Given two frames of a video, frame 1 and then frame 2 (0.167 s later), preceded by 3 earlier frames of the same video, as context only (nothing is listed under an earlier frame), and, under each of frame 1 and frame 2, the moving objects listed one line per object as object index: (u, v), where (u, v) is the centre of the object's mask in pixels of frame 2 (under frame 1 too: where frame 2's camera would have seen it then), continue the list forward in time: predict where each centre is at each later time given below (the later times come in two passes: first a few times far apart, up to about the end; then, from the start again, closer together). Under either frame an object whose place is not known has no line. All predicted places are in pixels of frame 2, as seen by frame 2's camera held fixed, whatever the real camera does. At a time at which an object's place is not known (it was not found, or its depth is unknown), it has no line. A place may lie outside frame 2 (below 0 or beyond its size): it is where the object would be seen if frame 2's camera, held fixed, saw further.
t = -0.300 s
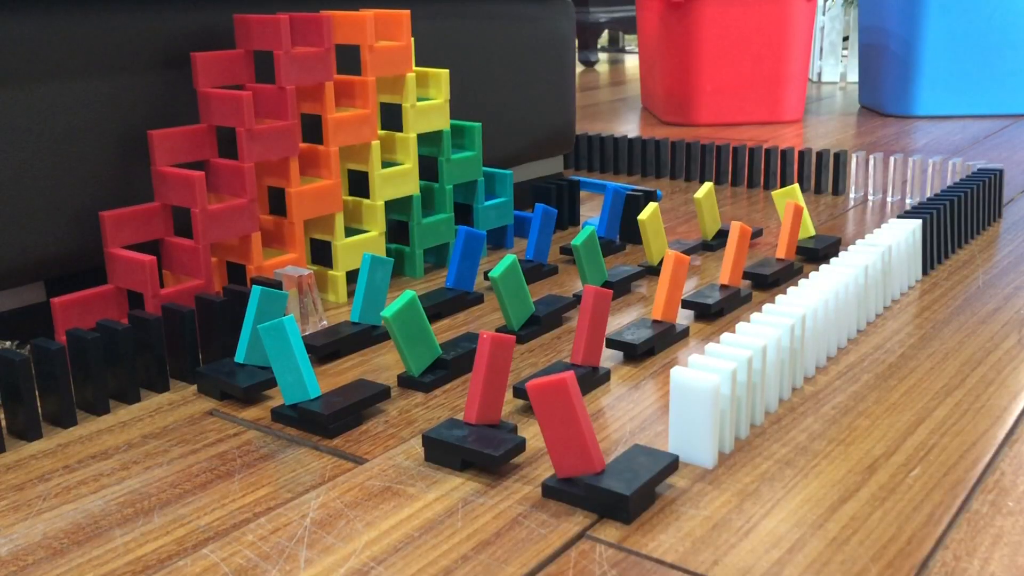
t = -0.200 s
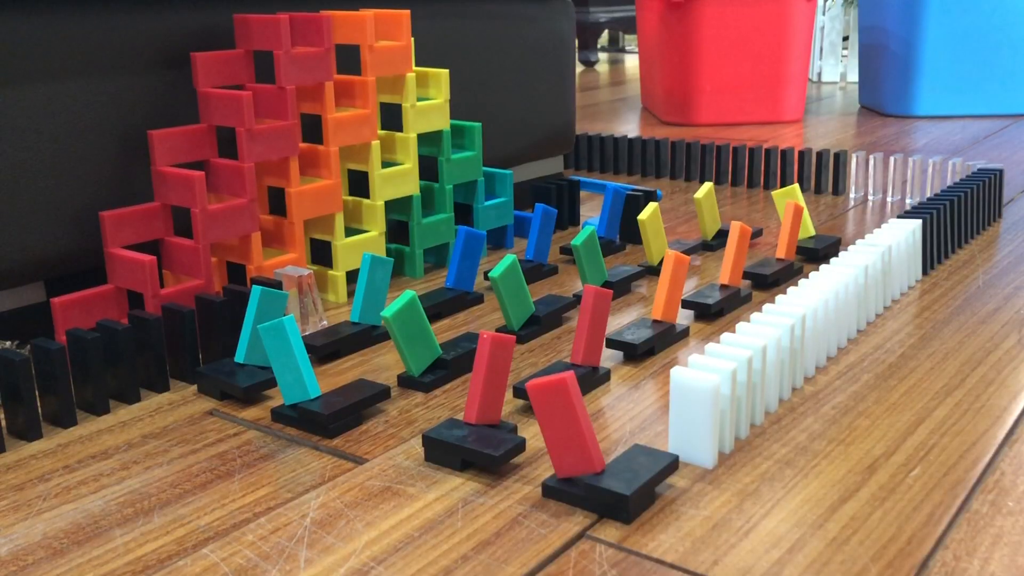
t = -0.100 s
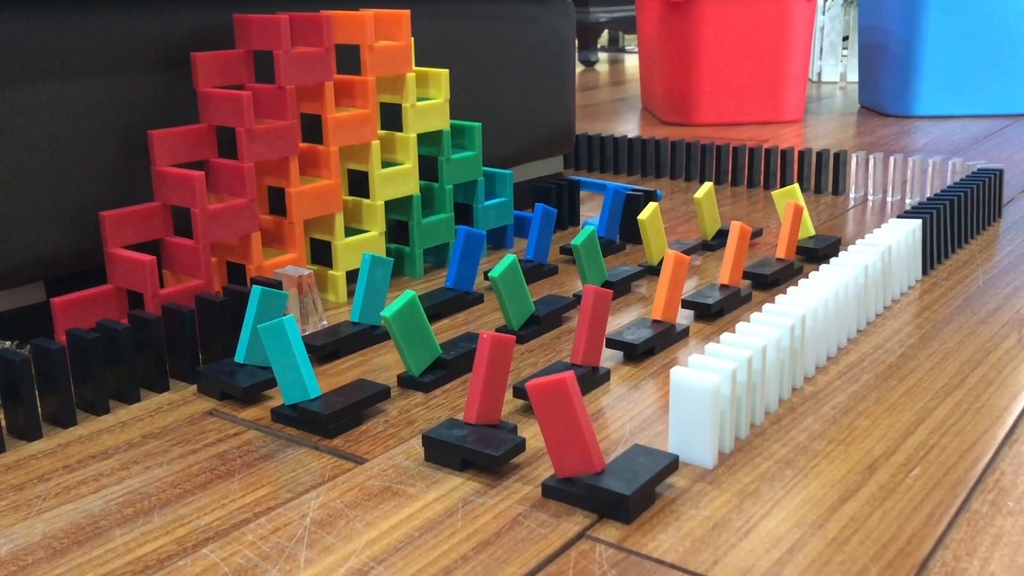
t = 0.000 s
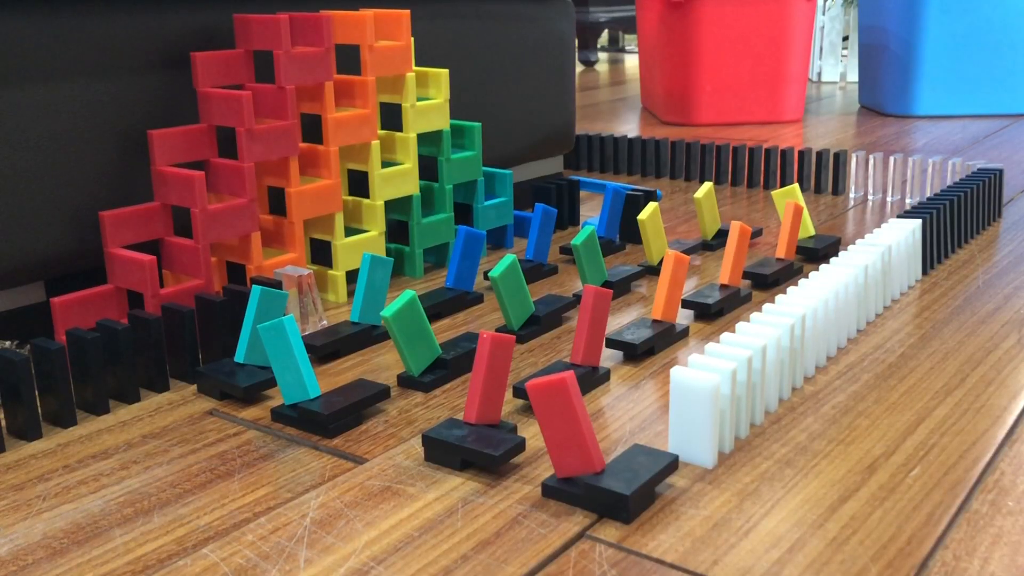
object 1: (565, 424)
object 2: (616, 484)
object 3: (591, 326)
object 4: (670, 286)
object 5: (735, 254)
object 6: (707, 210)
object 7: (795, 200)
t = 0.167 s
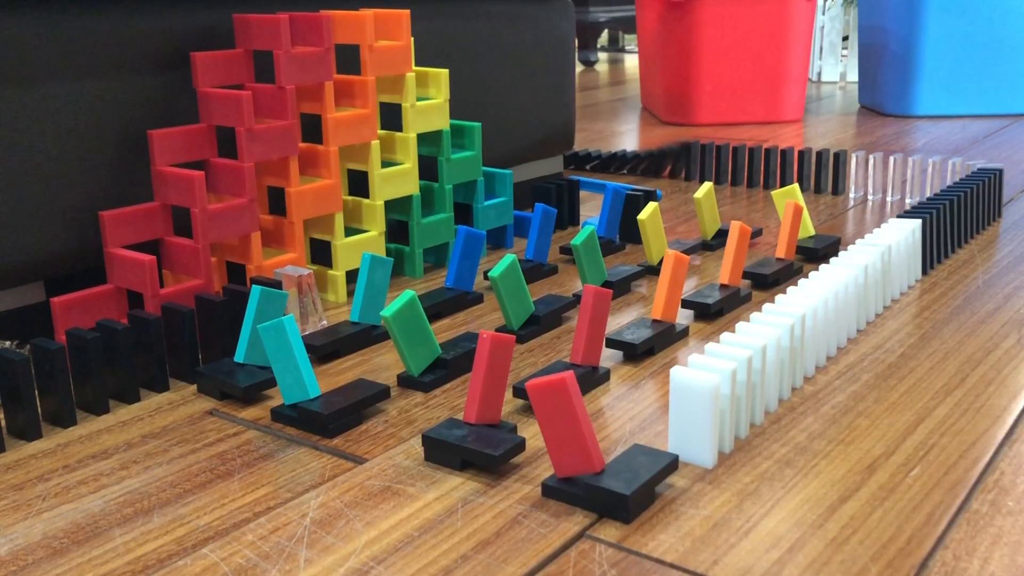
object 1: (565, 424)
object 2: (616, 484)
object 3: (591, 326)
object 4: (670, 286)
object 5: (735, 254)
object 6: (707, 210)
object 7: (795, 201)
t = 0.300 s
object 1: (565, 424)
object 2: (616, 484)
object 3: (591, 326)
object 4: (670, 286)
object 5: (735, 254)
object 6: (707, 210)
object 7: (795, 201)
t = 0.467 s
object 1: (565, 424)
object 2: (616, 484)
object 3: (591, 326)
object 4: (670, 286)
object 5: (735, 254)
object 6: (707, 210)
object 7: (793, 200)
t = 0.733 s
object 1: (565, 424)
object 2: (616, 484)
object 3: (591, 326)
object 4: (670, 286)
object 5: (735, 254)
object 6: (707, 210)
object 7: (793, 201)
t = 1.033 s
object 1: (565, 424)
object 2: (617, 484)
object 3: (591, 326)
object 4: (670, 286)
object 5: (735, 254)
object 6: (707, 210)
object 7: (794, 201)
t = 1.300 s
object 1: (552, 443)
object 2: (608, 498)
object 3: (591, 326)
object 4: (670, 286)
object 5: (735, 254)
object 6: (707, 210)
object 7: (795, 201)
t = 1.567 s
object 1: (558, 455)
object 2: (614, 500)
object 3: (608, 327)
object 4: (670, 286)
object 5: (735, 254)
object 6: (707, 210)
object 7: (794, 201)
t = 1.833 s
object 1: (559, 455)
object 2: (614, 500)
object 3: (607, 338)
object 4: (673, 309)
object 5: (745, 257)
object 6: (707, 210)
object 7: (795, 201)
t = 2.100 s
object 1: (559, 455)
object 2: (613, 500)
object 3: (607, 338)
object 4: (664, 311)
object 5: (765, 285)
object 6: (704, 214)
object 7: (780, 227)
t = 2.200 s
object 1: (559, 455)
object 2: (613, 500)
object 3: (607, 338)
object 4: (664, 311)
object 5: (777, 296)
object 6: (707, 226)
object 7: (771, 229)
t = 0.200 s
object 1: (565, 424)
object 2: (616, 484)
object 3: (591, 326)
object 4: (670, 286)
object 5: (735, 254)
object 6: (707, 210)
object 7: (795, 201)
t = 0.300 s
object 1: (565, 424)
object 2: (616, 484)
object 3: (591, 326)
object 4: (670, 286)
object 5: (735, 254)
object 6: (707, 210)
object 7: (795, 201)
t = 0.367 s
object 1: (565, 424)
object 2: (616, 484)
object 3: (591, 326)
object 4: (670, 286)
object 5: (735, 254)
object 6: (707, 210)
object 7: (792, 200)
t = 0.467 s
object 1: (565, 424)
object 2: (616, 484)
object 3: (591, 326)
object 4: (670, 286)
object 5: (735, 254)
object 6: (707, 210)
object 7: (793, 200)
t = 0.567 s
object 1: (565, 424)
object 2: (616, 484)
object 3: (591, 326)
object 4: (670, 286)
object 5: (735, 254)
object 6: (707, 210)
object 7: (793, 200)
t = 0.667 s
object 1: (565, 424)
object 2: (616, 484)
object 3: (591, 326)
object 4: (670, 286)
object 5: (735, 254)
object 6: (707, 210)
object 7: (793, 200)
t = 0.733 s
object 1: (565, 424)
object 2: (616, 484)
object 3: (591, 326)
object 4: (670, 286)
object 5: (735, 254)
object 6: (707, 210)
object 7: (793, 201)
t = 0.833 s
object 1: (565, 424)
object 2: (616, 484)
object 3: (591, 326)
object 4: (670, 286)
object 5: (735, 254)
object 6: (707, 210)
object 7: (791, 200)
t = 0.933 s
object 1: (565, 424)
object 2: (616, 484)
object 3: (591, 326)
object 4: (670, 286)
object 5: (735, 254)
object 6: (707, 210)
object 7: (795, 201)
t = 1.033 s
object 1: (565, 424)
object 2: (617, 484)
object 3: (591, 326)
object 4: (670, 286)
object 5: (735, 254)
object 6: (707, 210)
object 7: (794, 201)
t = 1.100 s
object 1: (565, 424)
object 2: (617, 484)
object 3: (591, 326)
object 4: (670, 286)
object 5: (735, 254)
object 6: (707, 210)
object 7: (794, 201)
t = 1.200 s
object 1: (562, 416)
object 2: (610, 489)
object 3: (591, 326)
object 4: (670, 286)
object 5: (735, 254)
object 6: (707, 210)
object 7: (795, 201)
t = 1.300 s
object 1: (552, 443)
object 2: (608, 498)
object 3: (591, 326)
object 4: (670, 286)
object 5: (735, 254)
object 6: (707, 210)
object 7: (795, 201)
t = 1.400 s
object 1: (558, 457)
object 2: (612, 500)
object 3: (592, 325)
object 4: (670, 286)
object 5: (735, 254)
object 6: (707, 210)
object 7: (795, 201)
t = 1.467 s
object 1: (559, 458)
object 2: (613, 500)
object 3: (596, 323)
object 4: (670, 286)
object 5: (735, 254)
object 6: (707, 210)
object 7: (795, 201)
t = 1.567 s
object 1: (558, 455)
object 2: (614, 500)
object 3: (608, 327)
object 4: (670, 286)
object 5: (735, 254)
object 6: (707, 210)
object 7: (794, 201)
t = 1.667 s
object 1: (557, 455)
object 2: (614, 500)
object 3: (612, 336)
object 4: (678, 292)
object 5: (735, 254)
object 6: (707, 210)
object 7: (794, 201)
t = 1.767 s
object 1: (558, 455)
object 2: (614, 500)
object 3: (607, 338)
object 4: (675, 291)
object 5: (738, 253)
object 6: (707, 210)
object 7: (796, 201)
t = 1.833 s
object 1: (559, 455)
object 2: (614, 500)
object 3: (607, 338)
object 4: (673, 309)
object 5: (745, 257)
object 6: (707, 210)
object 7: (795, 201)
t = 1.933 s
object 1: (559, 455)
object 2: (613, 500)
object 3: (607, 338)
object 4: (668, 311)
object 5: (756, 268)
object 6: (707, 210)
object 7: (789, 203)
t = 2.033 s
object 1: (559, 455)
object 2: (613, 500)
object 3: (606, 338)
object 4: (665, 311)
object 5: (760, 280)
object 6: (707, 210)
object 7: (780, 219)
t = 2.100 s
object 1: (559, 455)
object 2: (613, 500)
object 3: (607, 338)
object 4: (664, 311)
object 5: (765, 285)
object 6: (704, 214)
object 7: (780, 227)
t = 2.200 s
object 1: (559, 455)
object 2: (613, 500)
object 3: (607, 338)
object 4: (664, 311)
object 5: (777, 296)
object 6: (707, 226)
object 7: (771, 229)
